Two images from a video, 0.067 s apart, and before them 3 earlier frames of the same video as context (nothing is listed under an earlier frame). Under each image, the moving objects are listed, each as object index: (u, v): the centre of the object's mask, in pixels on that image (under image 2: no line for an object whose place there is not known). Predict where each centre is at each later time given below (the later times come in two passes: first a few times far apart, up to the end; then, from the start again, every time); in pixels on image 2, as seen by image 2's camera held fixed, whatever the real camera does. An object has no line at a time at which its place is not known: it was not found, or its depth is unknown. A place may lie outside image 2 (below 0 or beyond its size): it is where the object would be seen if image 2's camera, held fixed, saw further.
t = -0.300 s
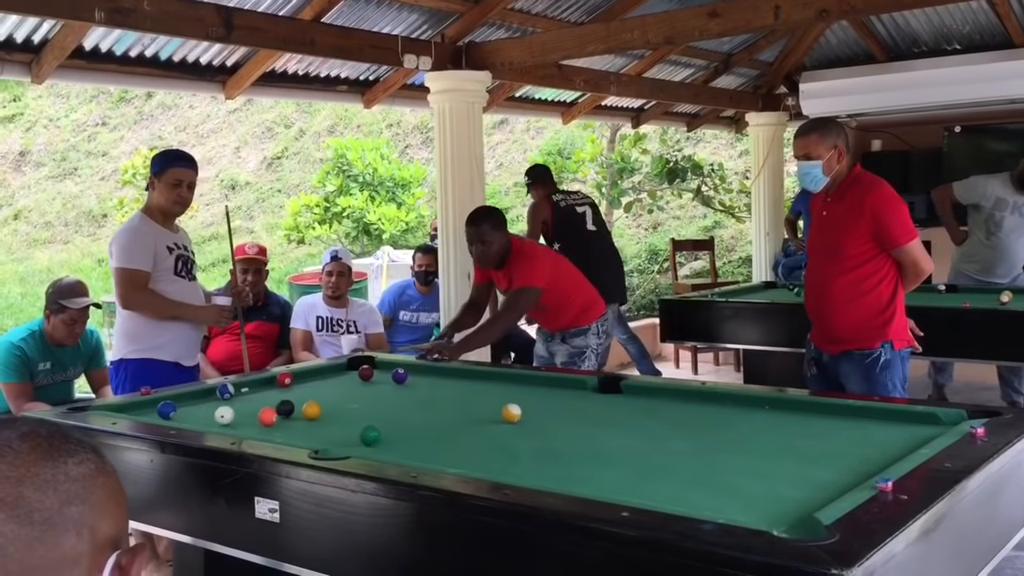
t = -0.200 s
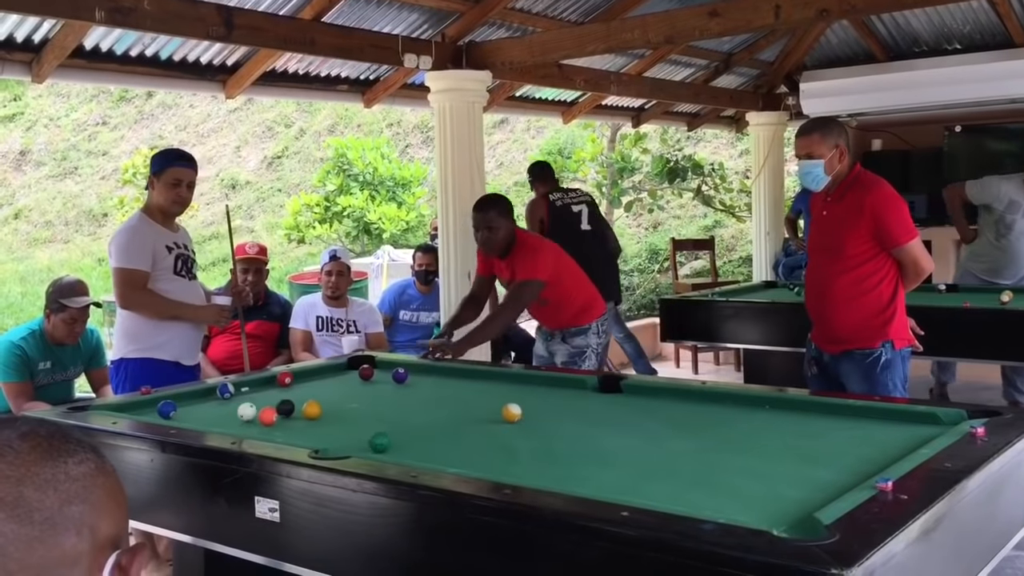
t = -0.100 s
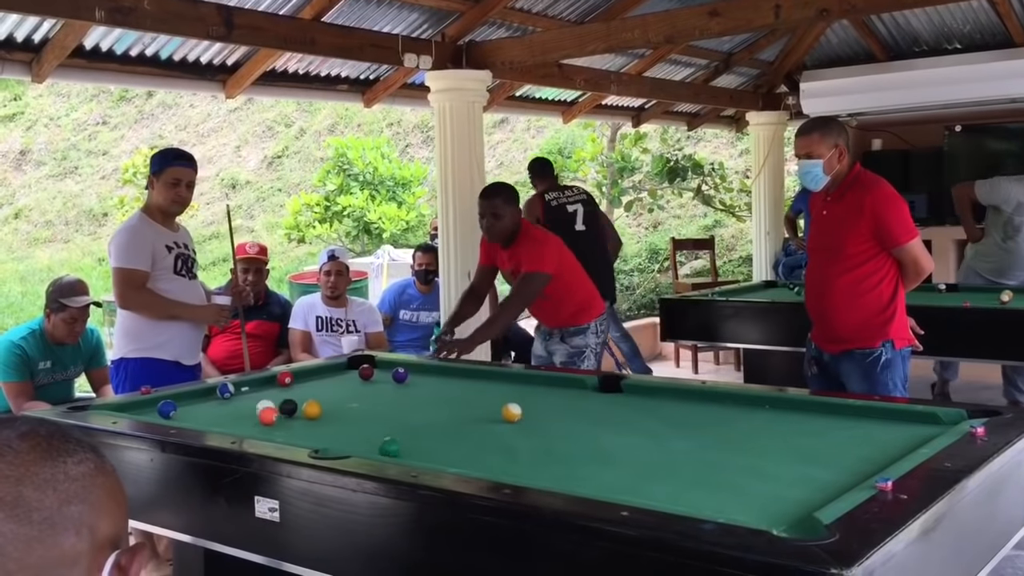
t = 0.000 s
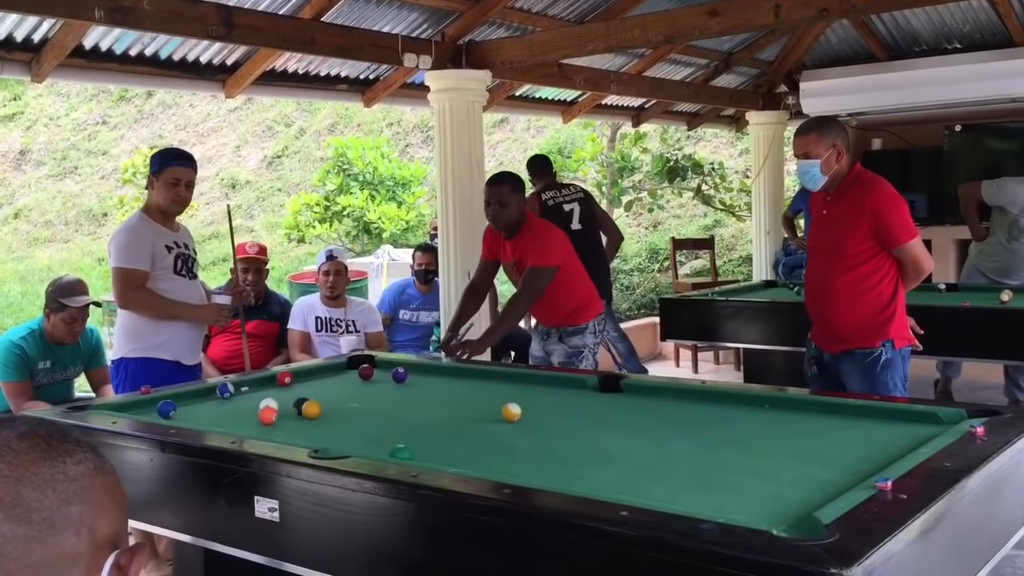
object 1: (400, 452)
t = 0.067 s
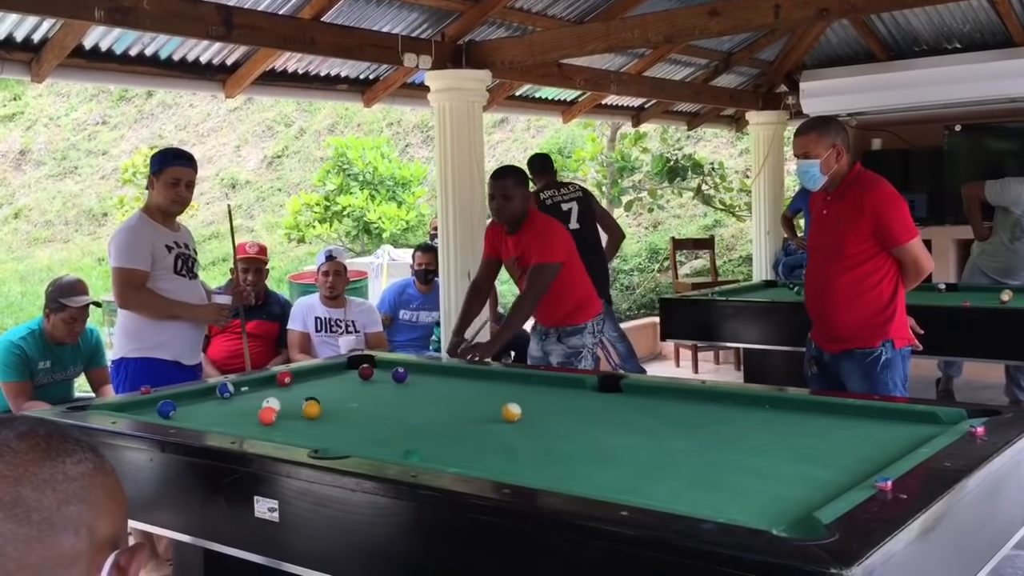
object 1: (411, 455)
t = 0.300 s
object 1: (466, 462)
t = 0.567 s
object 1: (532, 467)
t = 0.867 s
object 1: (606, 470)
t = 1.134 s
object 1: (670, 472)
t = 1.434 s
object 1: (743, 476)
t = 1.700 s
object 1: (806, 479)
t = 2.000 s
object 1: (847, 478)
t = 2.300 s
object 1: (822, 471)
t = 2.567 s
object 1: (806, 466)
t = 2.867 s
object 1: (789, 460)
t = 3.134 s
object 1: (776, 455)
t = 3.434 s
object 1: (765, 452)
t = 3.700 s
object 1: (757, 449)
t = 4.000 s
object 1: (748, 446)
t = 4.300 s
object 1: (743, 445)
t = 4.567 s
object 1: (740, 443)
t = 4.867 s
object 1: (739, 443)
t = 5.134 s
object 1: (739, 443)
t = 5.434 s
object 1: (739, 443)
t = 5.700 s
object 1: (739, 443)
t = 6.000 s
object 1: (739, 443)
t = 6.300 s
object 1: (739, 443)
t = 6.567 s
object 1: (739, 443)
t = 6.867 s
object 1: (739, 443)
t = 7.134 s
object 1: (739, 442)
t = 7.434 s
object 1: (739, 443)
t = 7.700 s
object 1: (739, 443)
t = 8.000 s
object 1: (738, 443)
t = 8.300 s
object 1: (739, 443)
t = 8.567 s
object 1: (739, 444)
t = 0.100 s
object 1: (418, 456)
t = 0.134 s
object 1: (427, 457)
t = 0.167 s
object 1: (434, 459)
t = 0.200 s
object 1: (442, 459)
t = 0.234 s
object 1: (450, 459)
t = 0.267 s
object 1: (459, 460)
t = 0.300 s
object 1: (466, 462)
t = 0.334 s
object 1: (474, 462)
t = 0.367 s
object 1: (483, 462)
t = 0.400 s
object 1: (491, 464)
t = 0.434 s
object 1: (499, 464)
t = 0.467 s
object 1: (508, 465)
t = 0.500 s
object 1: (516, 466)
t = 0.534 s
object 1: (524, 467)
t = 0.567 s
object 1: (532, 467)
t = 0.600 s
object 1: (540, 467)
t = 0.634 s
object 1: (549, 467)
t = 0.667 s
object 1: (557, 468)
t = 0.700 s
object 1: (565, 468)
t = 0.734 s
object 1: (573, 469)
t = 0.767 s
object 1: (581, 469)
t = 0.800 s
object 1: (590, 469)
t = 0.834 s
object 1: (598, 470)
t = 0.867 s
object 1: (606, 470)
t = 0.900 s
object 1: (614, 470)
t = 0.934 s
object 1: (622, 470)
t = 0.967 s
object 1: (630, 471)
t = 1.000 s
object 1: (637, 471)
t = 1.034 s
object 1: (646, 472)
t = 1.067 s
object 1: (654, 472)
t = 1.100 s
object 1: (662, 472)
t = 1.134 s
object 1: (670, 472)
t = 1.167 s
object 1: (678, 473)
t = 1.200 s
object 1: (686, 474)
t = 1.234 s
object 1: (695, 473)
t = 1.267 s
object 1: (703, 474)
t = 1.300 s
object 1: (711, 474)
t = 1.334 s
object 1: (719, 475)
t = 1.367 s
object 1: (727, 475)
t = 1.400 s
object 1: (735, 476)
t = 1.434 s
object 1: (743, 476)
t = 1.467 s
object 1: (750, 477)
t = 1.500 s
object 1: (759, 477)
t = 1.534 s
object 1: (766, 477)
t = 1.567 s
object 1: (775, 477)
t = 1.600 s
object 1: (783, 478)
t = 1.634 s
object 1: (791, 479)
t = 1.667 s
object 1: (799, 479)
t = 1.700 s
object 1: (806, 479)
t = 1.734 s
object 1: (815, 479)
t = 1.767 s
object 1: (823, 480)
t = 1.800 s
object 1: (831, 481)
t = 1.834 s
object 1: (838, 481)
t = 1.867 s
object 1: (846, 479)
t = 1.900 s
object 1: (853, 478)
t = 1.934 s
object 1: (852, 477)
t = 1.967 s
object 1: (849, 478)
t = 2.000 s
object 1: (847, 478)
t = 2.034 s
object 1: (845, 477)
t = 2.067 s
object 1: (842, 477)
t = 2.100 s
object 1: (840, 476)
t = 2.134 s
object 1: (836, 475)
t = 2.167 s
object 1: (833, 474)
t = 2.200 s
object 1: (831, 473)
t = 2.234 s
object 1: (828, 473)
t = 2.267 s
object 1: (825, 472)
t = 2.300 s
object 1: (822, 471)
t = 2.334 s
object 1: (820, 470)
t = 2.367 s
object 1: (818, 470)
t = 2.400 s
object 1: (816, 469)
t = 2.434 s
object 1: (814, 468)
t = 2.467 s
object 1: (812, 468)
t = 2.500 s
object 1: (809, 467)
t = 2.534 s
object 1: (808, 466)
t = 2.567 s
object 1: (806, 466)
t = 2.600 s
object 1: (804, 465)
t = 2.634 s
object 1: (801, 464)
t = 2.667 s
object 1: (800, 464)
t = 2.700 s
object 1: (798, 463)
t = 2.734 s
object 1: (796, 462)
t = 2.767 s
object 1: (794, 462)
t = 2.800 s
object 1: (792, 461)
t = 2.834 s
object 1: (790, 461)
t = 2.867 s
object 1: (789, 460)
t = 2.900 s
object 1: (787, 460)
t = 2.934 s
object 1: (786, 459)
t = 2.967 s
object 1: (784, 458)
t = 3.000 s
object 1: (782, 458)
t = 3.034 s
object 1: (780, 457)
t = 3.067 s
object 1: (779, 457)
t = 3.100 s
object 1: (777, 456)
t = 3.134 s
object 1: (776, 455)
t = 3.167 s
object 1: (774, 455)
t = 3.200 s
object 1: (772, 454)
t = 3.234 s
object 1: (772, 454)
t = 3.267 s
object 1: (771, 454)
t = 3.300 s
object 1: (769, 454)
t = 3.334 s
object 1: (768, 453)
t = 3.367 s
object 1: (766, 453)
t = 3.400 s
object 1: (765, 452)
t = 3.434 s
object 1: (765, 452)
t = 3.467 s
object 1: (764, 452)
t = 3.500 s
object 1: (762, 451)
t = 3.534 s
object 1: (761, 451)
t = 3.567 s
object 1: (760, 450)
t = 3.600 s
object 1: (759, 450)
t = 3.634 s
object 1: (758, 450)
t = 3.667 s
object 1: (757, 449)
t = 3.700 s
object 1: (757, 449)
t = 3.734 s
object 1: (755, 449)
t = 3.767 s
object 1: (754, 448)
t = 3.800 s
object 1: (753, 448)
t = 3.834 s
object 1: (752, 448)
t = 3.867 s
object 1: (751, 448)
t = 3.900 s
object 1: (751, 447)
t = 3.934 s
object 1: (750, 447)
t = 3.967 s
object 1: (749, 447)
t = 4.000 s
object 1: (748, 446)
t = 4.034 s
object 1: (747, 446)
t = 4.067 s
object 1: (747, 446)
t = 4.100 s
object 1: (746, 446)
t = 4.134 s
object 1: (746, 446)
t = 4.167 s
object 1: (745, 446)
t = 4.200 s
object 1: (745, 445)
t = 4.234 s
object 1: (744, 445)
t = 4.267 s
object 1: (743, 445)
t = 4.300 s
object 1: (743, 445)
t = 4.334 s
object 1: (743, 444)
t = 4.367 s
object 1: (742, 444)
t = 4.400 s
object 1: (742, 444)
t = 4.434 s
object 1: (741, 444)
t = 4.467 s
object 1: (741, 444)
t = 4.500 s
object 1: (741, 444)
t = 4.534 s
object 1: (741, 444)
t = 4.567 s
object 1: (740, 443)
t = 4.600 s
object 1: (740, 443)
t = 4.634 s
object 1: (740, 443)
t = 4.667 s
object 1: (740, 443)
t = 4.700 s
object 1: (739, 443)
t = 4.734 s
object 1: (739, 443)
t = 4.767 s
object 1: (739, 443)
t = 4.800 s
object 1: (739, 443)
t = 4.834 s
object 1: (739, 443)
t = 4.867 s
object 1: (739, 443)
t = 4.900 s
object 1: (738, 443)
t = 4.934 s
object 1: (739, 443)
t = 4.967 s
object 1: (739, 442)
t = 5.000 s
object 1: (739, 443)
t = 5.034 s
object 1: (739, 443)
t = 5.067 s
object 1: (739, 443)
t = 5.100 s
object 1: (739, 443)
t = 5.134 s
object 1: (739, 443)
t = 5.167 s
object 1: (739, 442)
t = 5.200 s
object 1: (739, 442)
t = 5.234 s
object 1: (739, 443)
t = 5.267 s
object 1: (739, 443)
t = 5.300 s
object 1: (739, 443)
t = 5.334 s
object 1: (739, 443)
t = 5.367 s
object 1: (739, 443)
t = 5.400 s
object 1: (739, 443)
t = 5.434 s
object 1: (739, 443)
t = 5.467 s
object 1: (739, 443)
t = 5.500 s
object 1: (739, 443)
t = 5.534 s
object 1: (739, 443)
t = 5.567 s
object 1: (739, 443)
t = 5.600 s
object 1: (739, 443)
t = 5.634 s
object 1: (739, 443)
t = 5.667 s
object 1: (739, 443)
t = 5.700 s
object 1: (739, 443)
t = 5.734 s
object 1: (739, 443)
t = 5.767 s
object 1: (739, 443)
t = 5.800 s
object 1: (739, 443)
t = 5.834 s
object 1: (739, 442)
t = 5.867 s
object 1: (739, 443)
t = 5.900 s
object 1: (739, 442)
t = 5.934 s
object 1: (739, 443)
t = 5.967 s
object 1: (739, 443)
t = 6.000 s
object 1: (739, 443)
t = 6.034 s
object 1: (739, 443)
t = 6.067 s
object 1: (739, 443)
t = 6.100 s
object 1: (739, 443)
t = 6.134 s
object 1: (739, 443)
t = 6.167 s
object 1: (739, 443)
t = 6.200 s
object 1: (739, 443)
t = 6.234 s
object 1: (739, 443)
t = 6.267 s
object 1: (739, 443)
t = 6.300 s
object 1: (739, 443)
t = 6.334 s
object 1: (739, 443)
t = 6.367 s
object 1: (739, 443)
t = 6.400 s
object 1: (739, 443)
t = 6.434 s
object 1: (739, 443)
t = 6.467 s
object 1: (739, 443)
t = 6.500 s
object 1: (739, 443)
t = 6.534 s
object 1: (739, 443)
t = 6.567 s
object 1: (739, 443)
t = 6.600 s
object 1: (739, 443)
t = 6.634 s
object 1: (739, 443)
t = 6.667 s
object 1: (739, 443)
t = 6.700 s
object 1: (739, 443)
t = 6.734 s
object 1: (739, 443)
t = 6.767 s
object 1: (739, 443)
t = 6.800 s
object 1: (739, 443)
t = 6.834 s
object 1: (739, 442)
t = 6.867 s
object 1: (739, 443)
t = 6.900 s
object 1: (739, 442)
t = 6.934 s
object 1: (739, 443)
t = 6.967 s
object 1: (739, 443)
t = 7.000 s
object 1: (739, 443)
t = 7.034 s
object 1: (739, 443)
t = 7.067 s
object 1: (739, 443)
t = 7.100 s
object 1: (739, 443)
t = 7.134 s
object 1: (739, 442)
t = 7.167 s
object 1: (739, 443)
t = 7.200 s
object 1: (739, 443)
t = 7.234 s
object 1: (739, 443)
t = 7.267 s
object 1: (739, 443)
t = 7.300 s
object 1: (739, 443)
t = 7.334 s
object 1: (739, 443)
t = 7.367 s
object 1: (739, 442)
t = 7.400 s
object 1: (739, 442)
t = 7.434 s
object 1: (739, 443)
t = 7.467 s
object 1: (739, 442)
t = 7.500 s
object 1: (739, 442)
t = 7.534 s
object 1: (739, 442)
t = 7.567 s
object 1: (739, 443)
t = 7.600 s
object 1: (739, 442)
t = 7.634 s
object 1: (739, 442)
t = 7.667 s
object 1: (739, 442)
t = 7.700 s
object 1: (739, 443)
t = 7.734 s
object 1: (739, 442)
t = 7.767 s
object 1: (738, 443)
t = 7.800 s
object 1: (739, 442)
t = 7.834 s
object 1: (739, 443)
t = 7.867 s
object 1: (739, 442)
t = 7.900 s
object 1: (739, 443)
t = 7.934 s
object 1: (739, 443)
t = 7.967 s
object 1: (739, 442)
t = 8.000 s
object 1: (738, 443)
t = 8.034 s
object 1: (739, 443)
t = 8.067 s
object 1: (738, 443)
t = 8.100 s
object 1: (738, 443)
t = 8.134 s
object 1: (738, 443)
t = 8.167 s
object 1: (738, 443)
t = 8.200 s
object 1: (739, 443)
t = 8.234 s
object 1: (738, 443)
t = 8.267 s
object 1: (738, 443)
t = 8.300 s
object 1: (739, 443)
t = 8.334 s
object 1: (739, 443)
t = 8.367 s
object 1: (739, 443)
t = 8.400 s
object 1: (739, 443)
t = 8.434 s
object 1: (739, 443)
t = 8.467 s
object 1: (739, 443)
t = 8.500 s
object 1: (738, 443)
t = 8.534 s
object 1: (738, 444)
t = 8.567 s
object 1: (739, 444)
